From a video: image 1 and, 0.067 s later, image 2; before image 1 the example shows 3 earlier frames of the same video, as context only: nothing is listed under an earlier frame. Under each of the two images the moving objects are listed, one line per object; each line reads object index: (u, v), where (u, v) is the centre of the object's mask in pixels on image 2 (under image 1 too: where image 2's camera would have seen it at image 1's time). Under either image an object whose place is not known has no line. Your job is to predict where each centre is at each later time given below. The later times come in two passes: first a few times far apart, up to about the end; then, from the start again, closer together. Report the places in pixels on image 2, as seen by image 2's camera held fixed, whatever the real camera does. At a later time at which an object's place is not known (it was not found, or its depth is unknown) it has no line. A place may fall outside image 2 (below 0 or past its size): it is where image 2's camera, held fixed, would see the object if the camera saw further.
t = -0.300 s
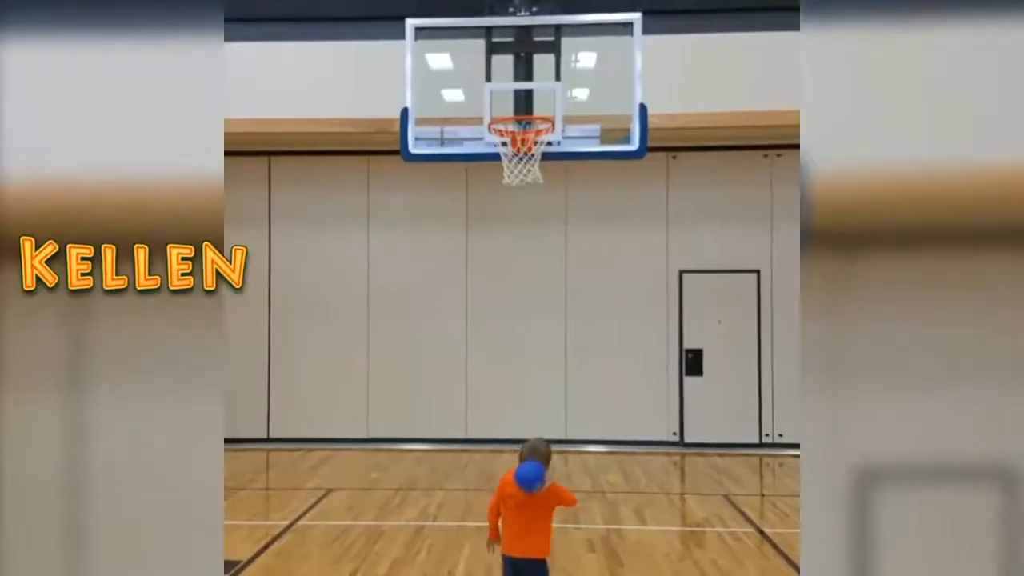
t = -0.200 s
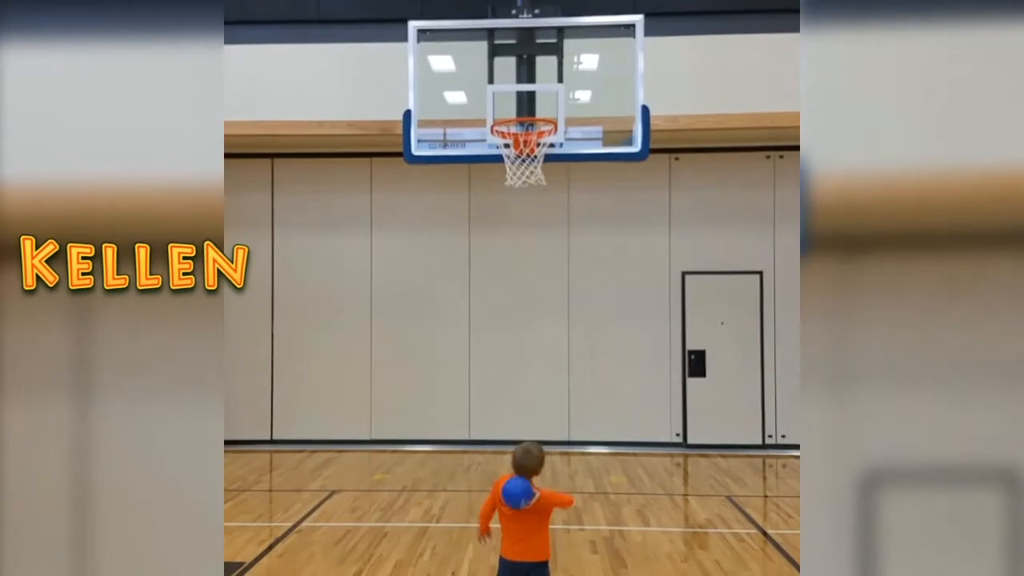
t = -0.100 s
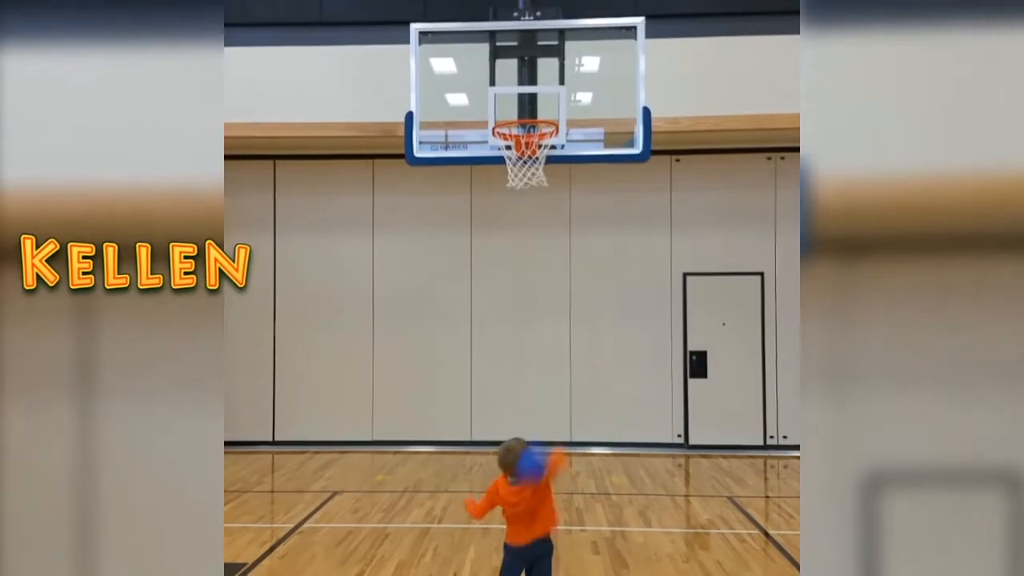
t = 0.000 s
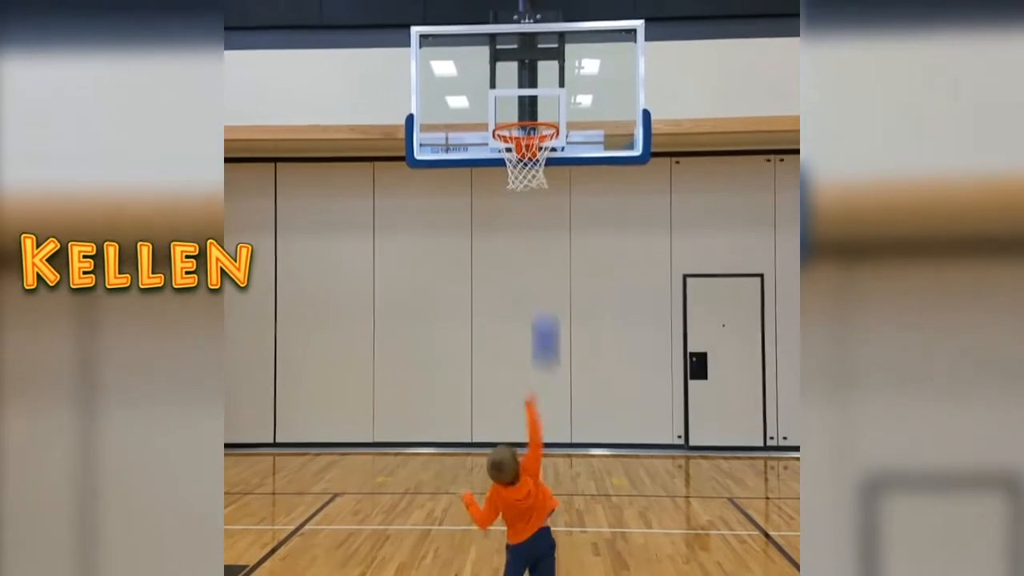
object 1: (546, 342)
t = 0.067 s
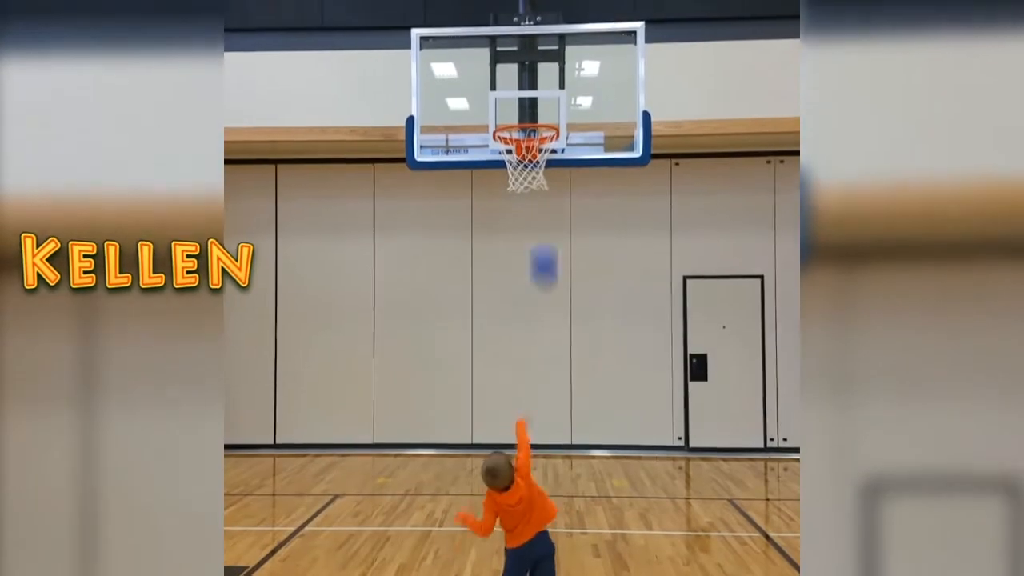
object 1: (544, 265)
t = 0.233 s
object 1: (536, 141)
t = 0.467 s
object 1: (529, 81)
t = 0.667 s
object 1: (523, 96)
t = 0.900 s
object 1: (532, 157)
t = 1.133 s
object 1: (538, 216)
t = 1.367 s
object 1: (536, 332)
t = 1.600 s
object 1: (539, 512)
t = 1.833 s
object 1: (525, 476)
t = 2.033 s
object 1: (509, 453)
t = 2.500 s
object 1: (477, 551)
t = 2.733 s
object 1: (471, 546)
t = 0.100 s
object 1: (542, 233)
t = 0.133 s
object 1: (540, 208)
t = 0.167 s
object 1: (540, 185)
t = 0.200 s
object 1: (539, 161)
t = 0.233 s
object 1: (536, 141)
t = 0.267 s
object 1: (535, 124)
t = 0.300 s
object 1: (534, 112)
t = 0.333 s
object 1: (533, 103)
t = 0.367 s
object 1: (531, 94)
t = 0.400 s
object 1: (530, 87)
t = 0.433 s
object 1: (529, 83)
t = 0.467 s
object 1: (529, 81)
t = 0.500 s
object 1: (528, 80)
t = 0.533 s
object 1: (527, 80)
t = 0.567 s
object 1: (526, 82)
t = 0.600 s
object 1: (525, 85)
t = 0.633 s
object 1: (524, 89)
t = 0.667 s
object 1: (523, 96)
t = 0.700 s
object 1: (522, 105)
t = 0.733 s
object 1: (523, 112)
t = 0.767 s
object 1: (521, 117)
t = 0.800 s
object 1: (521, 134)
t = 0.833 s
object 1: (524, 141)
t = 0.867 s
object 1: (528, 148)
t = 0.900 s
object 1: (532, 157)
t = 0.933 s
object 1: (535, 166)
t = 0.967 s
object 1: (540, 172)
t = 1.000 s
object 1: (540, 182)
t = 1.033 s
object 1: (539, 189)
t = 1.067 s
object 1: (538, 196)
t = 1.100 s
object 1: (538, 205)
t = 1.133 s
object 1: (538, 216)
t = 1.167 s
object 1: (537, 228)
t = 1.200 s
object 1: (537, 243)
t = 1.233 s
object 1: (536, 257)
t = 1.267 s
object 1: (536, 274)
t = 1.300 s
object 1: (536, 292)
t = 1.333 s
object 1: (536, 311)
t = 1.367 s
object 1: (536, 332)
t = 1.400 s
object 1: (536, 354)
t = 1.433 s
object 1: (536, 377)
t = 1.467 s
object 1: (537, 402)
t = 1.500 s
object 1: (537, 428)
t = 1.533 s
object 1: (538, 455)
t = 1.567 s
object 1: (539, 482)
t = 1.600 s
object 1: (539, 512)
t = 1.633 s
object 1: (540, 548)
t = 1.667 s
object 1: (539, 540)
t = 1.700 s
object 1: (536, 522)
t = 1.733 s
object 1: (533, 508)
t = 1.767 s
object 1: (530, 497)
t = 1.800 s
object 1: (528, 485)
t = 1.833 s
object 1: (525, 476)
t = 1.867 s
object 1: (522, 468)
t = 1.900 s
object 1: (521, 462)
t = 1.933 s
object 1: (517, 457)
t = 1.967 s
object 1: (515, 453)
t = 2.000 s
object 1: (512, 452)
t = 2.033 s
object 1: (509, 453)
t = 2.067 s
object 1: (507, 454)
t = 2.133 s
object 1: (501, 462)
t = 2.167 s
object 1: (498, 469)
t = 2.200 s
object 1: (495, 476)
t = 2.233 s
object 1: (492, 485)
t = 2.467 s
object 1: (478, 557)
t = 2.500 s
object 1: (477, 551)
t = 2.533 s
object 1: (477, 545)
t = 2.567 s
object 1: (476, 540)
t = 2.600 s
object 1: (475, 537)
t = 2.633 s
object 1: (474, 537)
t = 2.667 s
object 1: (473, 538)
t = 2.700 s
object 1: (472, 541)
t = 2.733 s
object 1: (471, 546)
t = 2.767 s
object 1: (470, 552)
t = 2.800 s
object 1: (469, 560)
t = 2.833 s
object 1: (469, 570)
